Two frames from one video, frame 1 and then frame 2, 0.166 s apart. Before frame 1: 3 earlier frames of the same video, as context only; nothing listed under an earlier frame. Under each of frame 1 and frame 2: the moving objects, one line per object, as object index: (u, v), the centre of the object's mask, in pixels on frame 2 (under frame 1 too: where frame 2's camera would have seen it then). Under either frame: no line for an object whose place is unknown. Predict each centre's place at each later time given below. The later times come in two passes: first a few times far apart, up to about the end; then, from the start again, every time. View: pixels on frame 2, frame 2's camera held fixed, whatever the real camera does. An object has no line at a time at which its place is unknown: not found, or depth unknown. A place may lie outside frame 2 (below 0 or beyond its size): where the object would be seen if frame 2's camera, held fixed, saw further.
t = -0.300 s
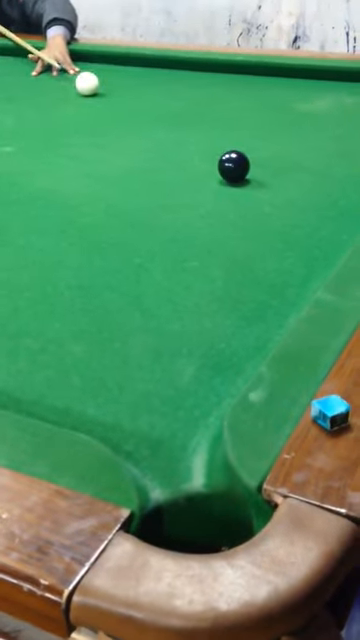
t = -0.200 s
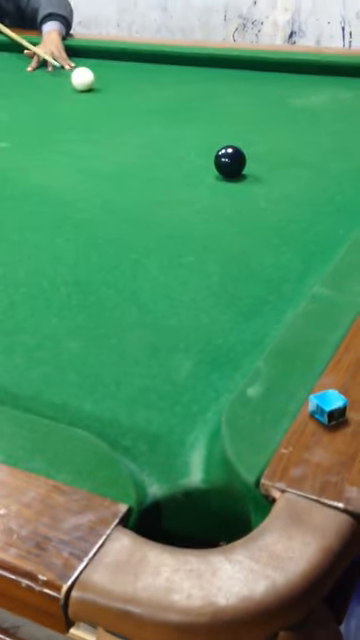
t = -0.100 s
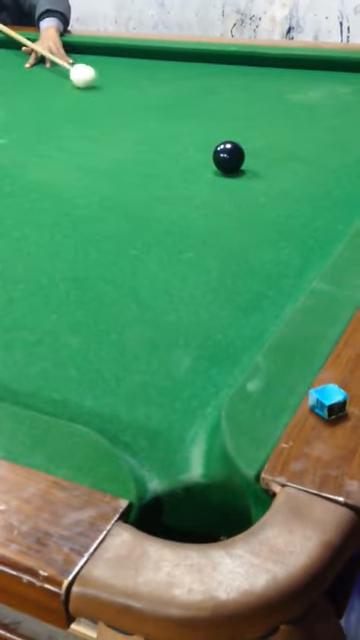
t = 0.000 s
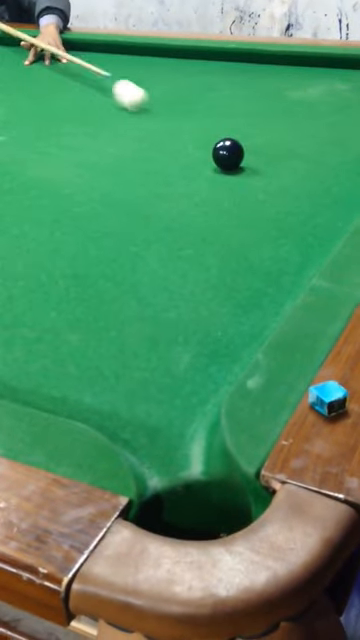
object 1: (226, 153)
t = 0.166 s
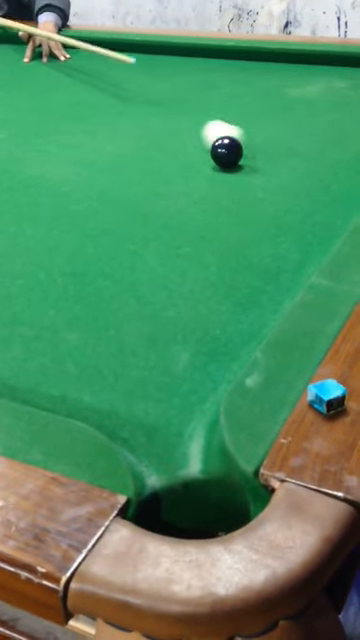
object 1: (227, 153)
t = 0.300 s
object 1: (221, 190)
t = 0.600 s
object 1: (208, 292)
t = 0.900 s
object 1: (181, 484)
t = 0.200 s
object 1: (225, 159)
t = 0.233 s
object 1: (223, 170)
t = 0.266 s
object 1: (222, 180)
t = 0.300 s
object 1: (221, 190)
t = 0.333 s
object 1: (220, 199)
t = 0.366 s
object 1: (218, 209)
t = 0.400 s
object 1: (217, 219)
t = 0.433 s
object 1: (216, 230)
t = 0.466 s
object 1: (214, 241)
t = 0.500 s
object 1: (213, 253)
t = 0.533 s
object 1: (211, 265)
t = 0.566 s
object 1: (210, 278)
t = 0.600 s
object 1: (208, 292)
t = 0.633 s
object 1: (206, 308)
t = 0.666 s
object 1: (204, 324)
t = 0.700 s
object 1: (202, 340)
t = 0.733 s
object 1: (199, 359)
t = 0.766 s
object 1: (196, 380)
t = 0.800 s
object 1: (193, 400)
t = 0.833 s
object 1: (189, 424)
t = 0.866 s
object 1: (183, 449)
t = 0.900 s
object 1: (181, 484)
